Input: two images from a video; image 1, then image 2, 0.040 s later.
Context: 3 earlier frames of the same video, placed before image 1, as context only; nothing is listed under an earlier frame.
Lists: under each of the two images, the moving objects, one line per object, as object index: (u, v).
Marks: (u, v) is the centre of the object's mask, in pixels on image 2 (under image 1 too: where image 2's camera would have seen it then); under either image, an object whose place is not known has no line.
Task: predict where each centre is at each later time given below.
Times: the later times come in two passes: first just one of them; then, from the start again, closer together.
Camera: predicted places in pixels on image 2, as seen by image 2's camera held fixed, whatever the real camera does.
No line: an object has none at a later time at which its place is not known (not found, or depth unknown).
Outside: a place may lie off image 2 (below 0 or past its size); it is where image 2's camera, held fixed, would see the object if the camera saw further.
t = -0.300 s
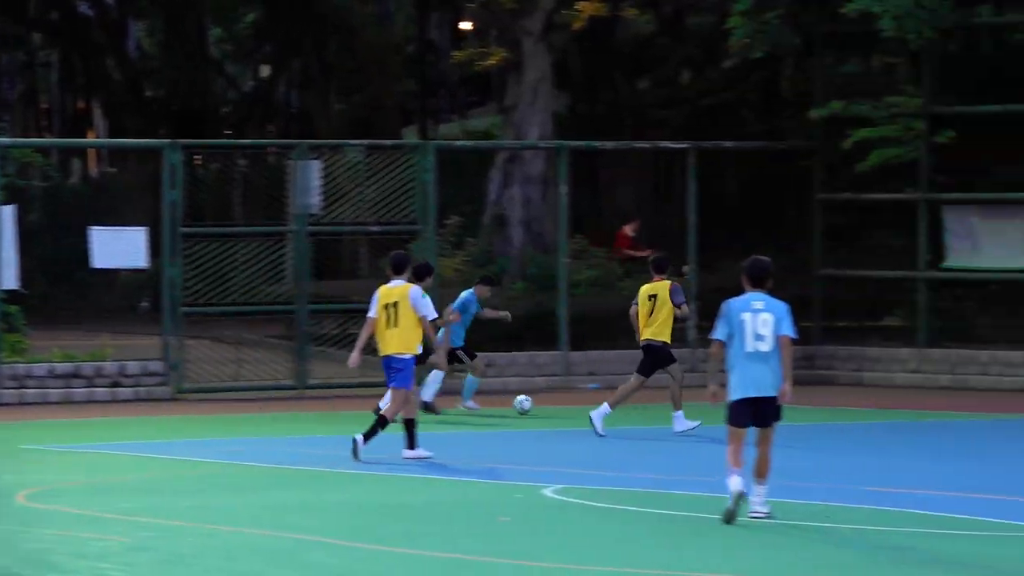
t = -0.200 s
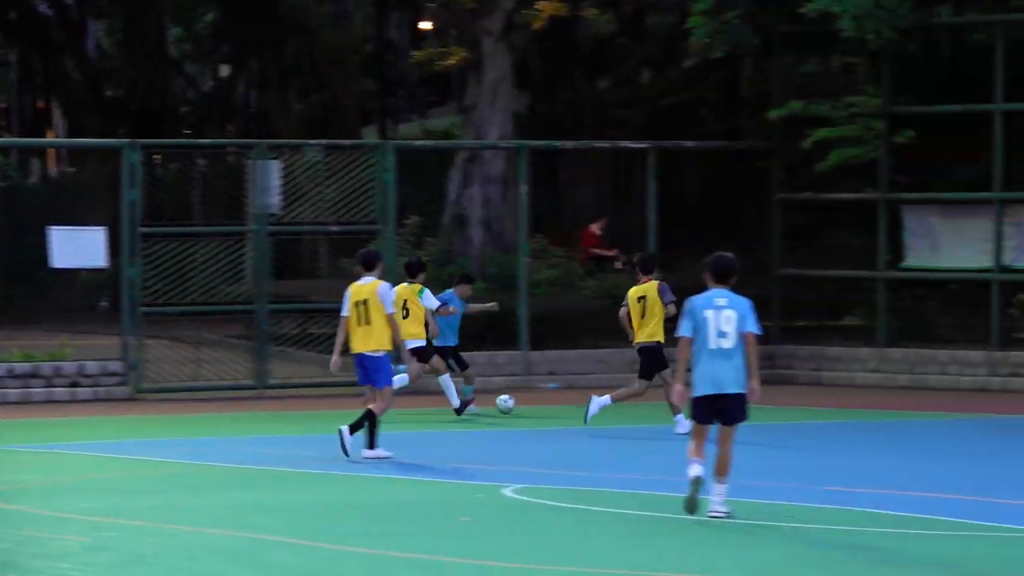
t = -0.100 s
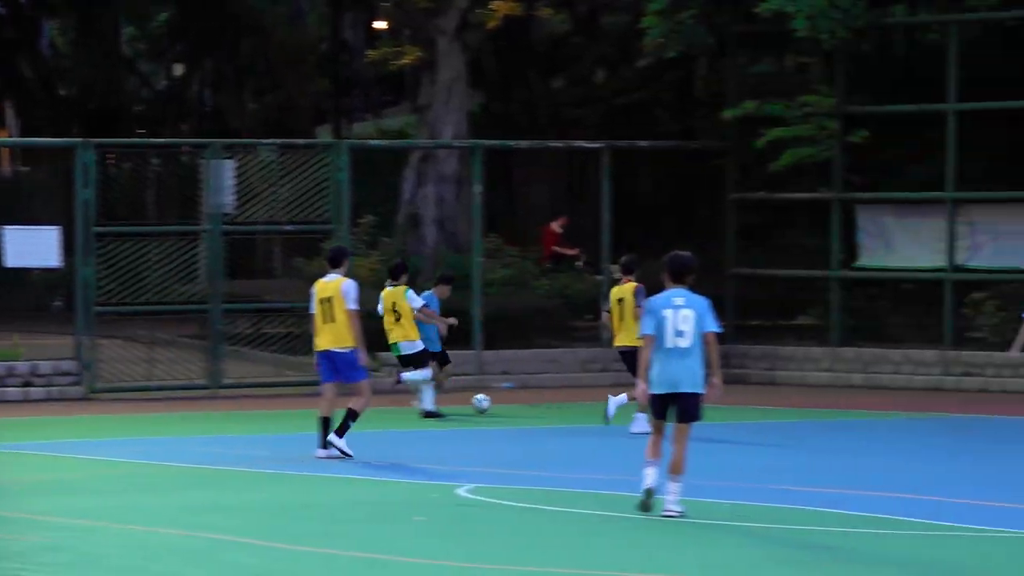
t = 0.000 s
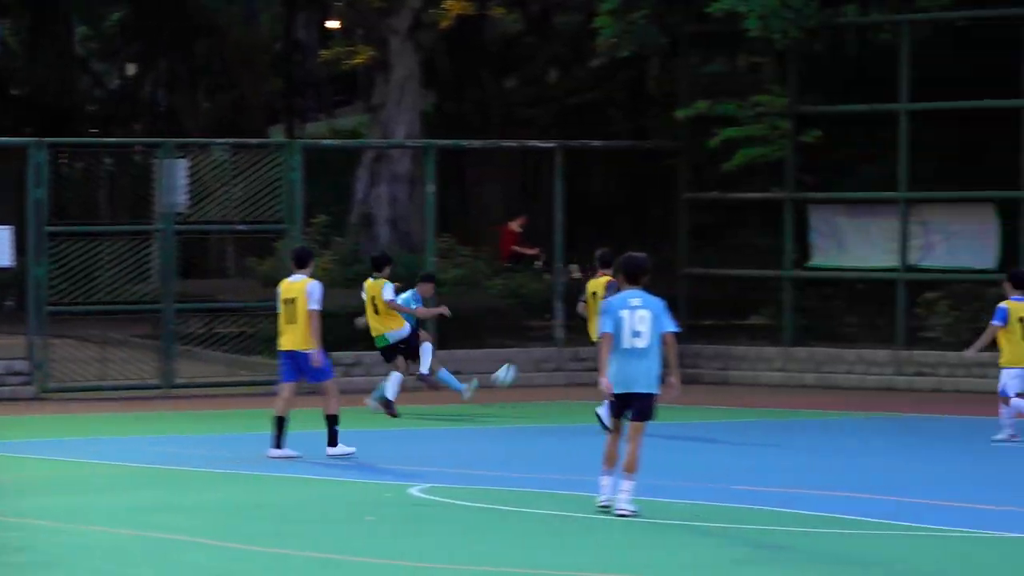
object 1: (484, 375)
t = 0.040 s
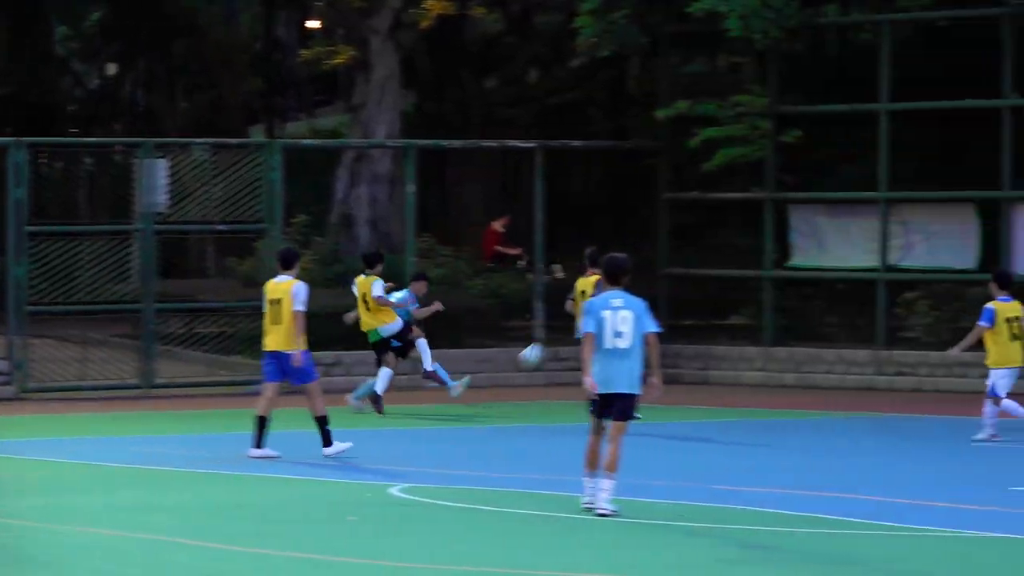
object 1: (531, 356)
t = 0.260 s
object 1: (785, 257)
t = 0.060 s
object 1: (555, 345)
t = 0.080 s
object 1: (573, 337)
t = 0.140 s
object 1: (654, 304)
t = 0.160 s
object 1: (671, 299)
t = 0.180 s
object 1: (694, 290)
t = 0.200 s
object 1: (718, 282)
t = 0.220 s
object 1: (741, 274)
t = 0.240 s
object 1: (763, 266)
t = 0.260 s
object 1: (785, 257)
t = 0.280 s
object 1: (808, 248)
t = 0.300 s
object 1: (832, 240)
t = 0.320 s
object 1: (857, 234)
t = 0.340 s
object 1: (882, 227)
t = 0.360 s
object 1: (906, 220)
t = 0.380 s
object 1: (930, 214)
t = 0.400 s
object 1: (955, 208)
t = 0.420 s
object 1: (980, 203)
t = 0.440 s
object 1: (1005, 197)
